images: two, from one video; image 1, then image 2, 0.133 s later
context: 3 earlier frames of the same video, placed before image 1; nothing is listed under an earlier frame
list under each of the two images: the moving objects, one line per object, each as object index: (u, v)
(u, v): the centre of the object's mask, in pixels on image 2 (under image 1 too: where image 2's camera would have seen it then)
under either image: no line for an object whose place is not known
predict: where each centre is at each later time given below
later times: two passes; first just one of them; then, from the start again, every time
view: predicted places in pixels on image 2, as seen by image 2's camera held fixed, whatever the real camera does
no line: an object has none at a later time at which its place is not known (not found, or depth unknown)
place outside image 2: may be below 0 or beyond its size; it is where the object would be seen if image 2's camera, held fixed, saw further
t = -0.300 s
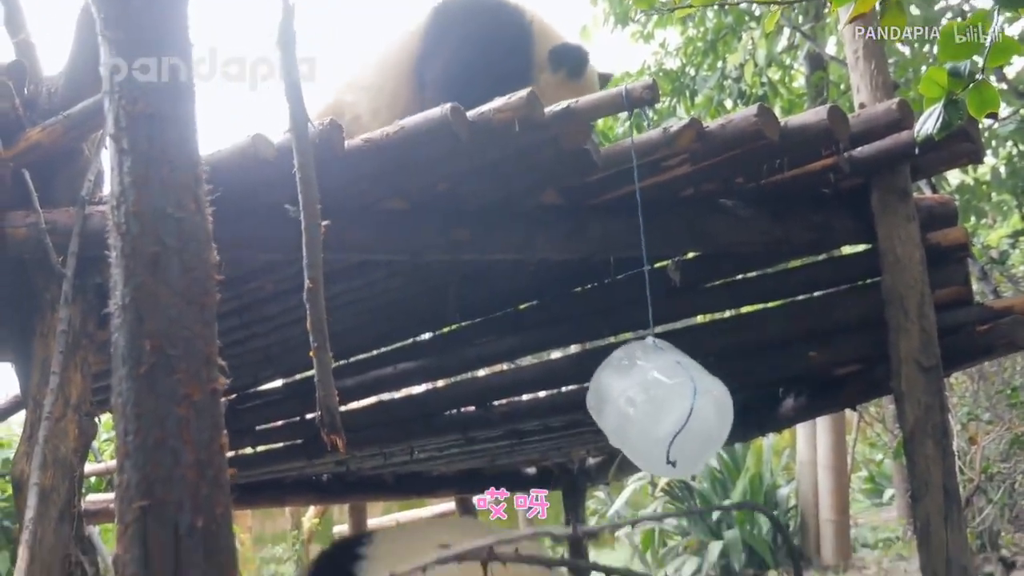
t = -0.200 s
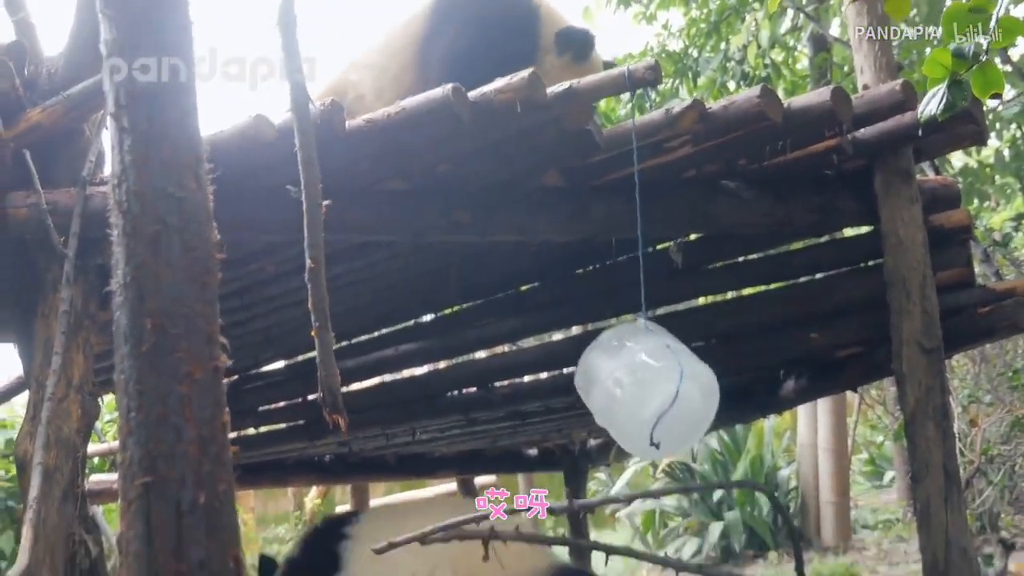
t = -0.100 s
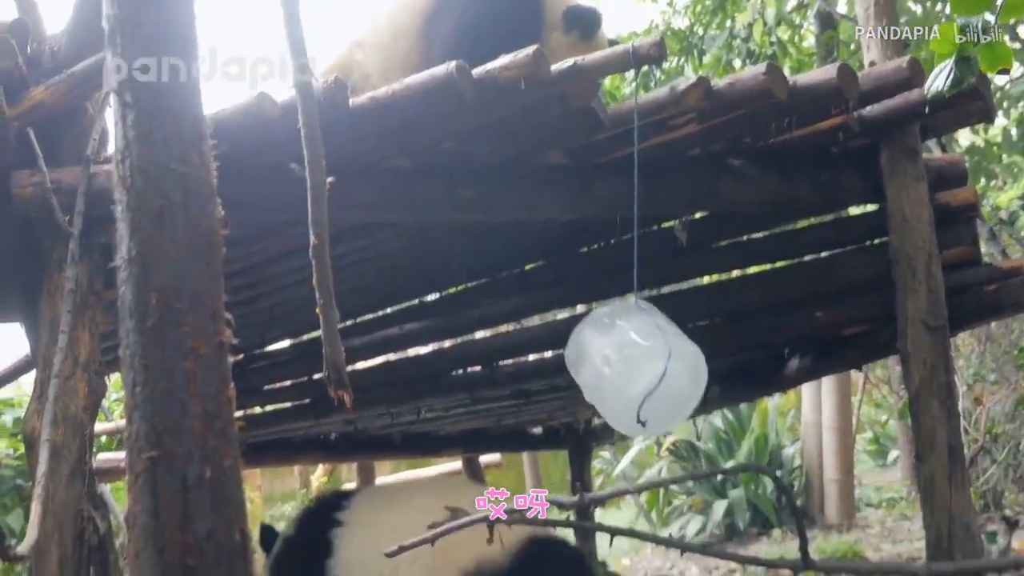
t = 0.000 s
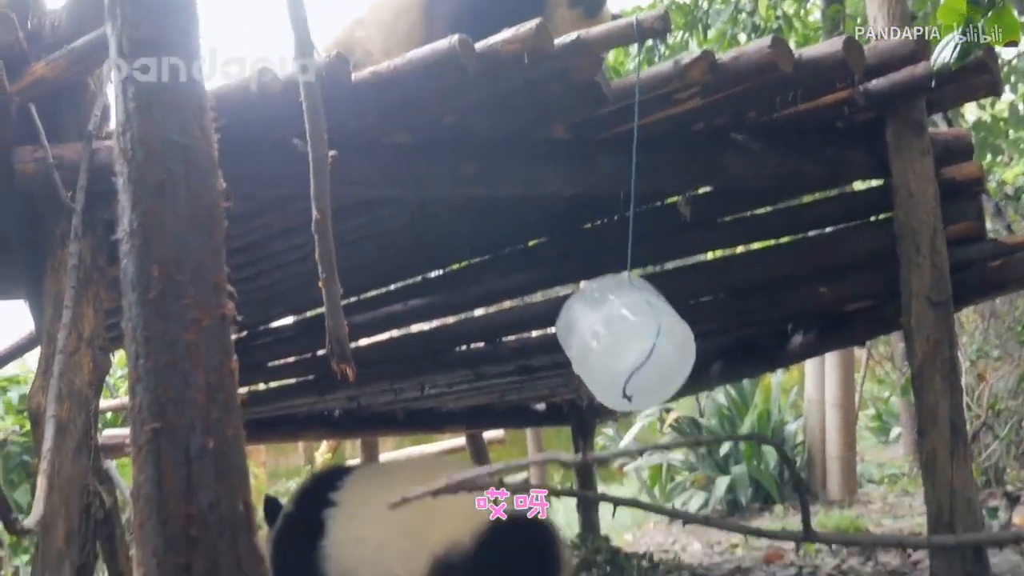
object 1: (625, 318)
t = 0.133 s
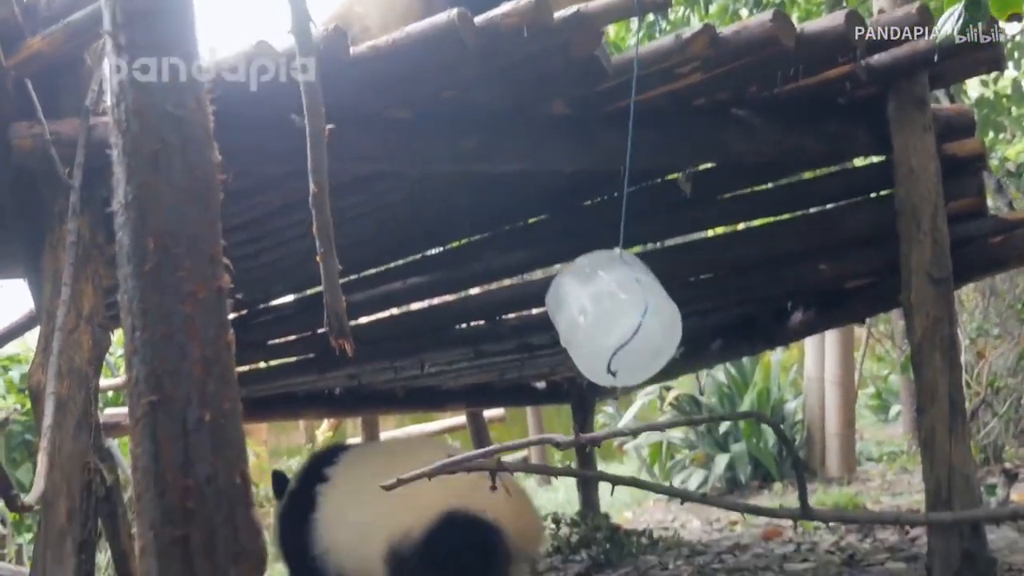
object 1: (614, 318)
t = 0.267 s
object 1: (613, 318)
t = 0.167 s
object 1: (613, 317)
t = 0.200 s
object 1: (612, 317)
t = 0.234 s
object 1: (612, 317)
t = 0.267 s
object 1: (613, 318)
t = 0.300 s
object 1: (614, 318)
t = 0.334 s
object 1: (616, 318)
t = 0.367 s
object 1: (619, 319)
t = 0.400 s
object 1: (622, 319)
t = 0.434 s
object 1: (626, 319)
